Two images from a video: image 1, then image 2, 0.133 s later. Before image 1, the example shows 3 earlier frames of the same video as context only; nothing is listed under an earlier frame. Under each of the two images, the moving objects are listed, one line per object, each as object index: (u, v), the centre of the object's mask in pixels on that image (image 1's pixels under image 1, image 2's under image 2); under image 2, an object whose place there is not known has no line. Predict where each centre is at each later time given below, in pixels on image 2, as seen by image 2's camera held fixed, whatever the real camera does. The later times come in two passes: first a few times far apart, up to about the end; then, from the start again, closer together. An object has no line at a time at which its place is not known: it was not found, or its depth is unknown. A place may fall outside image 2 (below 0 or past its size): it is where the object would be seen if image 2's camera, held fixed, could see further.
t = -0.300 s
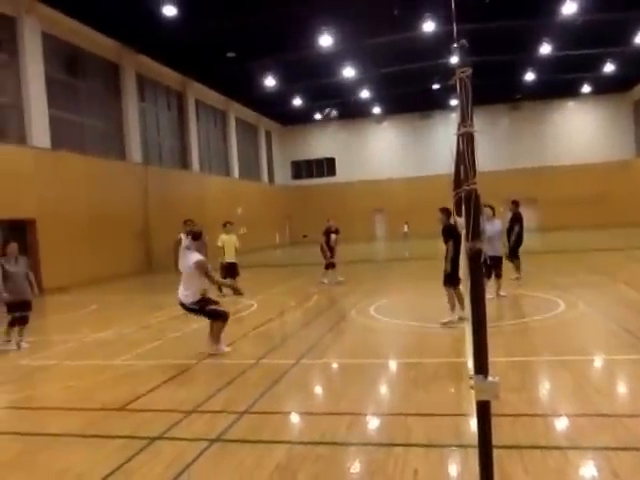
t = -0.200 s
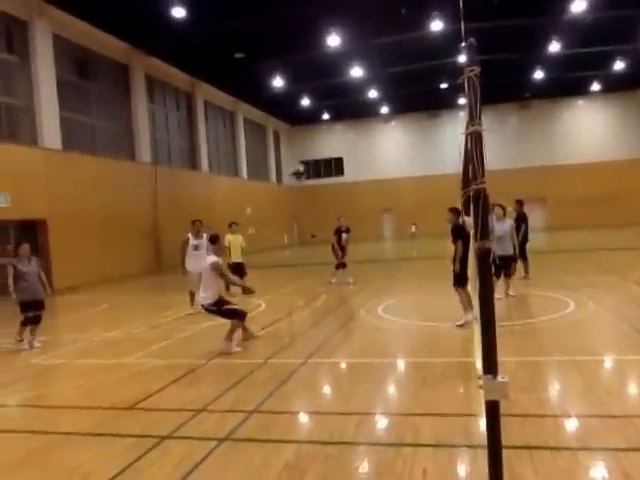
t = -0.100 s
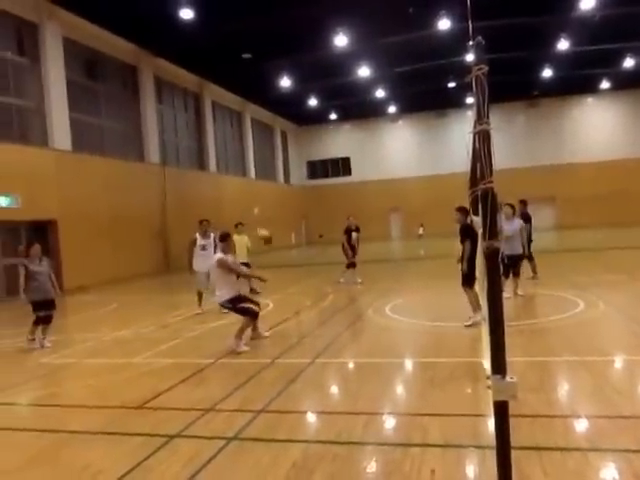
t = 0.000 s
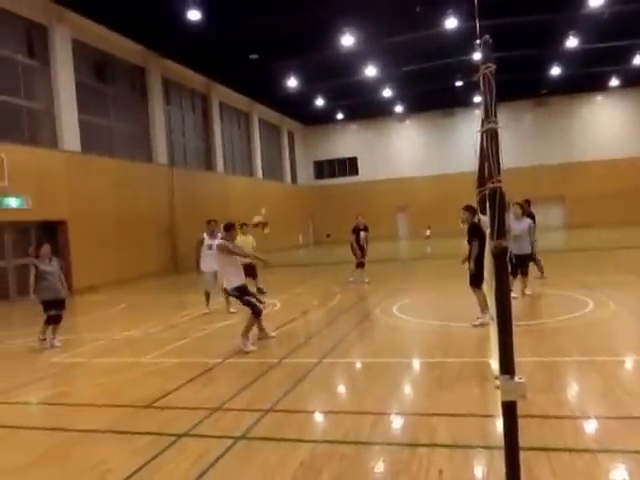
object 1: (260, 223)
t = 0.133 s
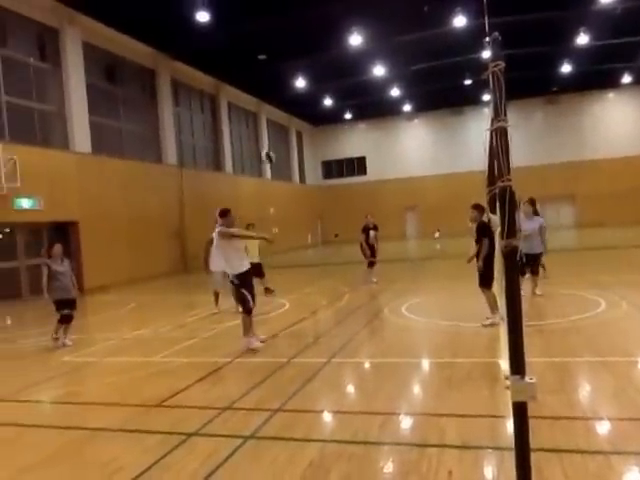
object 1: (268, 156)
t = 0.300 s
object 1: (268, 97)
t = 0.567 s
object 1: (270, 54)
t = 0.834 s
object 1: (275, 60)
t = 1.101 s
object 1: (289, 115)
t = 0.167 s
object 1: (270, 143)
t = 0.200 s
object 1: (268, 130)
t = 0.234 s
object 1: (268, 116)
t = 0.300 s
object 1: (268, 97)
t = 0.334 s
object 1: (268, 90)
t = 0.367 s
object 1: (268, 81)
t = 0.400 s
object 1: (268, 74)
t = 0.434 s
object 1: (268, 69)
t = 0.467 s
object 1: (268, 63)
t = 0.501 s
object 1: (269, 60)
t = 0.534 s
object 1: (269, 56)
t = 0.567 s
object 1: (270, 54)
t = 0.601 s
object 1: (271, 52)
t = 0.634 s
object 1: (271, 52)
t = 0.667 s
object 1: (272, 52)
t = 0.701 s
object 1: (272, 52)
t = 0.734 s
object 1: (273, 53)
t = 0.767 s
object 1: (274, 55)
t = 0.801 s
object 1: (275, 57)
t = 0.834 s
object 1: (275, 60)
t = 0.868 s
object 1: (280, 64)
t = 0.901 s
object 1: (281, 70)
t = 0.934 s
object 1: (281, 75)
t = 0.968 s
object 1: (282, 81)
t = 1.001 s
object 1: (284, 89)
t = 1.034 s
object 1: (286, 98)
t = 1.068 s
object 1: (288, 106)
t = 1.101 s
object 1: (289, 115)
